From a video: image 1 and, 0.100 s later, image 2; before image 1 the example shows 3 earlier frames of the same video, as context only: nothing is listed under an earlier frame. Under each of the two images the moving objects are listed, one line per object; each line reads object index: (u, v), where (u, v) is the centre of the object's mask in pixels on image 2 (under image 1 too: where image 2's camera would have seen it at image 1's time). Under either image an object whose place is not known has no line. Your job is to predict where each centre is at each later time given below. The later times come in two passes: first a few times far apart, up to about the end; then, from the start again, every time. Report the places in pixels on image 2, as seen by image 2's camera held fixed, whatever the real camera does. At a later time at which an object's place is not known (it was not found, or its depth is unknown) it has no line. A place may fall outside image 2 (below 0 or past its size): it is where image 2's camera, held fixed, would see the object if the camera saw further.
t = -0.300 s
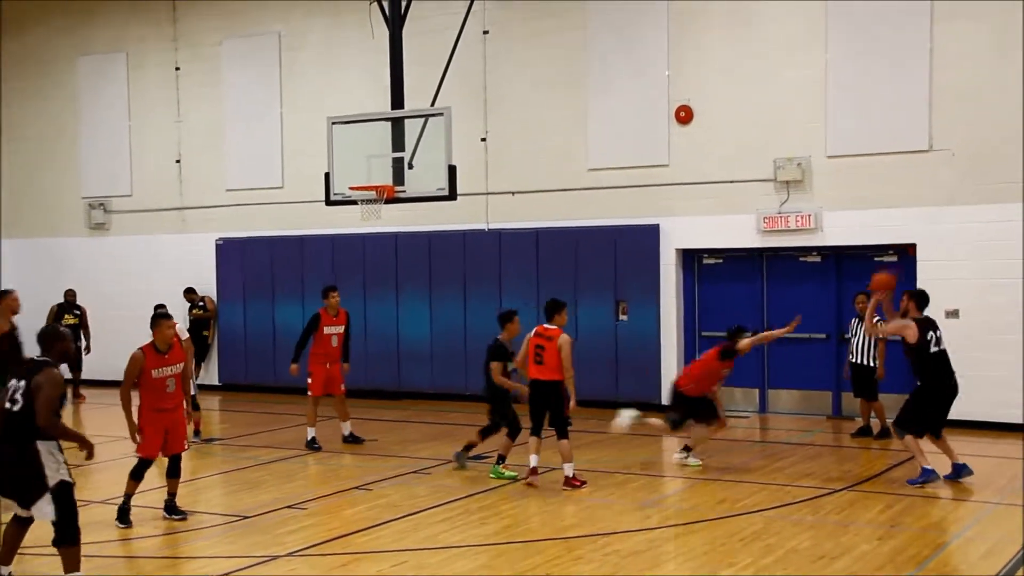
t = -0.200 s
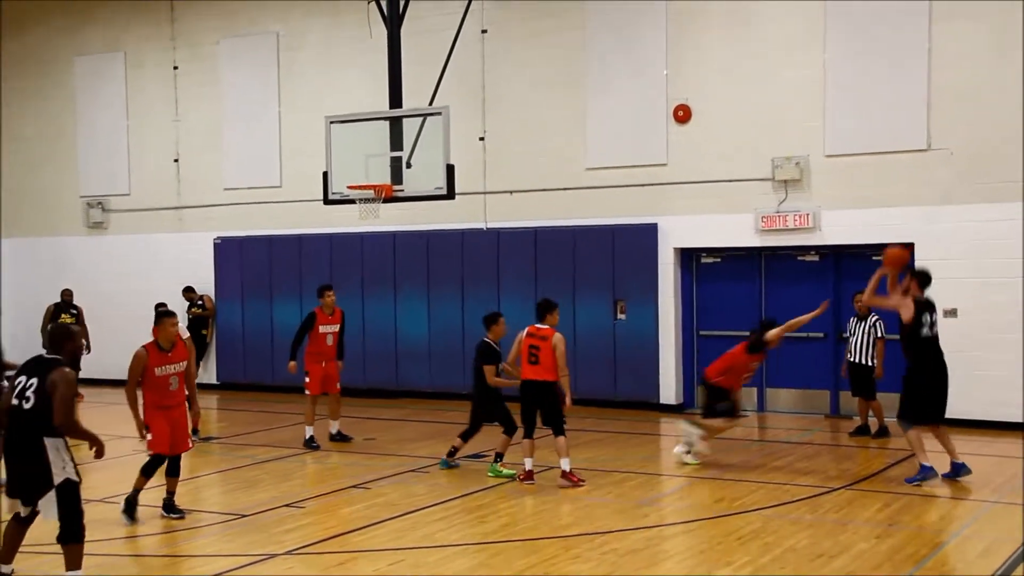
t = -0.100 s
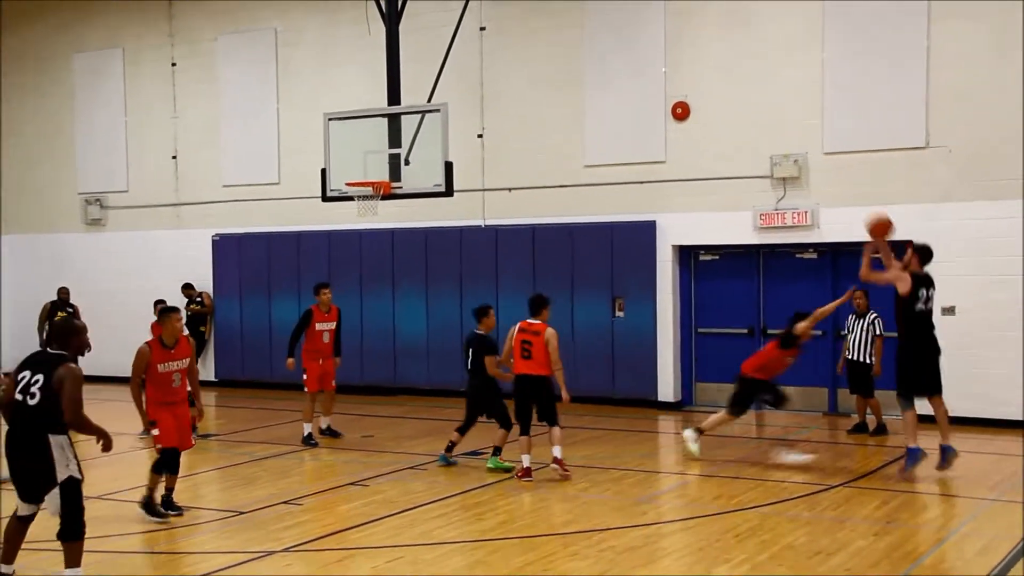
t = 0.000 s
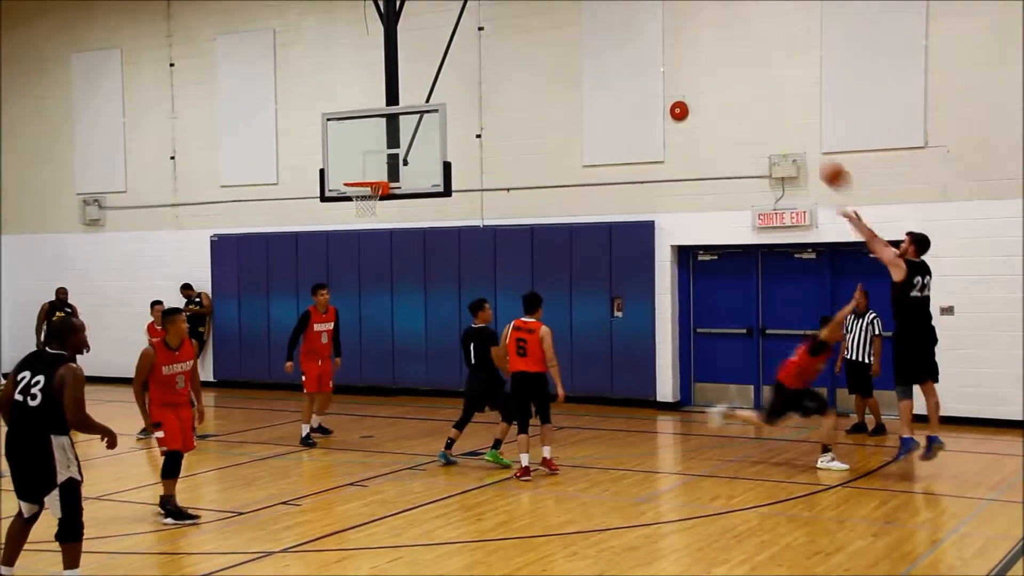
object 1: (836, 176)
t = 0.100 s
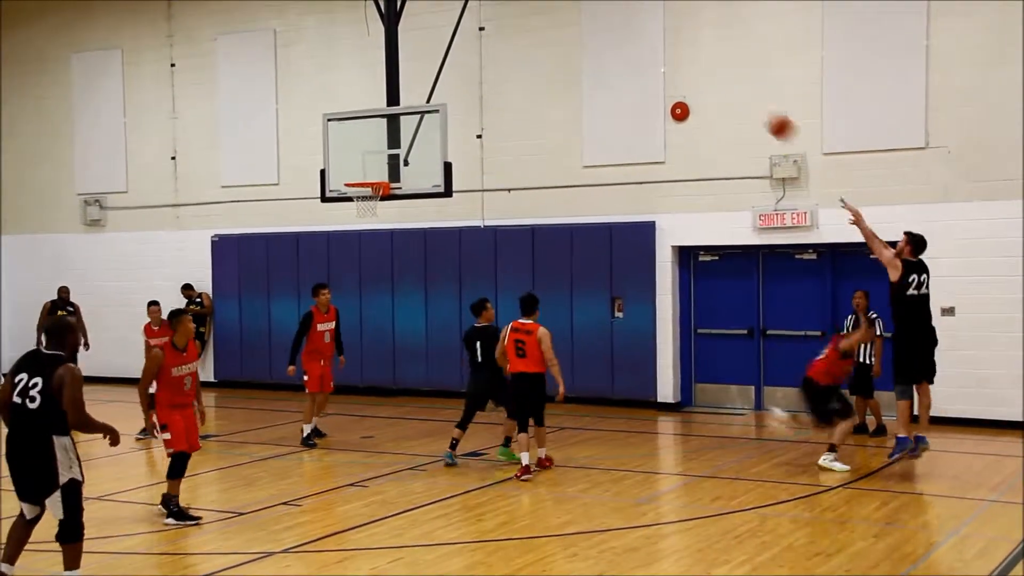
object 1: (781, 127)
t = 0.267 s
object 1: (695, 70)
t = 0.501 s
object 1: (589, 42)
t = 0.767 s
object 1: (483, 70)
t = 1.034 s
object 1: (391, 154)
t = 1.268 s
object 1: (365, 197)
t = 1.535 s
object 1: (381, 208)
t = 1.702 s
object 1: (379, 236)
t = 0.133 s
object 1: (763, 113)
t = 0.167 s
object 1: (746, 100)
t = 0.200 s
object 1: (729, 89)
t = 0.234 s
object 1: (712, 79)
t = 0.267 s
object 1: (695, 70)
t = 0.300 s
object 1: (680, 63)
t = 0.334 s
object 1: (664, 57)
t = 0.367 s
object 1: (648, 51)
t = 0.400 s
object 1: (634, 48)
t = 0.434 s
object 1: (618, 45)
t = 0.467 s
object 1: (604, 43)
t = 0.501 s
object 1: (589, 42)
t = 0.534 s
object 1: (575, 42)
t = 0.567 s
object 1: (561, 43)
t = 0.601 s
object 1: (547, 46)
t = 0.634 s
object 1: (534, 48)
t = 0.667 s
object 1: (520, 52)
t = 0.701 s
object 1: (508, 58)
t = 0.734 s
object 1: (495, 63)
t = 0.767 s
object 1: (483, 70)
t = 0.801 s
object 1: (471, 78)
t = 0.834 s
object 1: (459, 86)
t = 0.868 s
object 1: (447, 95)
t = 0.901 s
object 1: (436, 106)
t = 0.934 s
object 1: (424, 117)
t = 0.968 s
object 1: (412, 128)
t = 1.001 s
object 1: (400, 140)
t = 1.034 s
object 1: (391, 154)
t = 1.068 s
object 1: (379, 167)
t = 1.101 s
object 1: (369, 177)
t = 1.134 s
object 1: (359, 185)
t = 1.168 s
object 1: (355, 188)
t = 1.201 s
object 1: (356, 191)
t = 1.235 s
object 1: (361, 194)
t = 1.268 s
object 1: (365, 197)
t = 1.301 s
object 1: (369, 198)
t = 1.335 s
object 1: (375, 198)
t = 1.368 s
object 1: (378, 199)
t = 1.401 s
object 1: (380, 199)
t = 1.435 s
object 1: (381, 199)
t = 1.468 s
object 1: (381, 200)
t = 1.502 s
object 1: (381, 201)
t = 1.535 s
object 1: (381, 208)
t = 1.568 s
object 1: (381, 213)
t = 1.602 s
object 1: (380, 217)
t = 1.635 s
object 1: (380, 223)
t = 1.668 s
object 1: (379, 229)
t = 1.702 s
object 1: (379, 236)
